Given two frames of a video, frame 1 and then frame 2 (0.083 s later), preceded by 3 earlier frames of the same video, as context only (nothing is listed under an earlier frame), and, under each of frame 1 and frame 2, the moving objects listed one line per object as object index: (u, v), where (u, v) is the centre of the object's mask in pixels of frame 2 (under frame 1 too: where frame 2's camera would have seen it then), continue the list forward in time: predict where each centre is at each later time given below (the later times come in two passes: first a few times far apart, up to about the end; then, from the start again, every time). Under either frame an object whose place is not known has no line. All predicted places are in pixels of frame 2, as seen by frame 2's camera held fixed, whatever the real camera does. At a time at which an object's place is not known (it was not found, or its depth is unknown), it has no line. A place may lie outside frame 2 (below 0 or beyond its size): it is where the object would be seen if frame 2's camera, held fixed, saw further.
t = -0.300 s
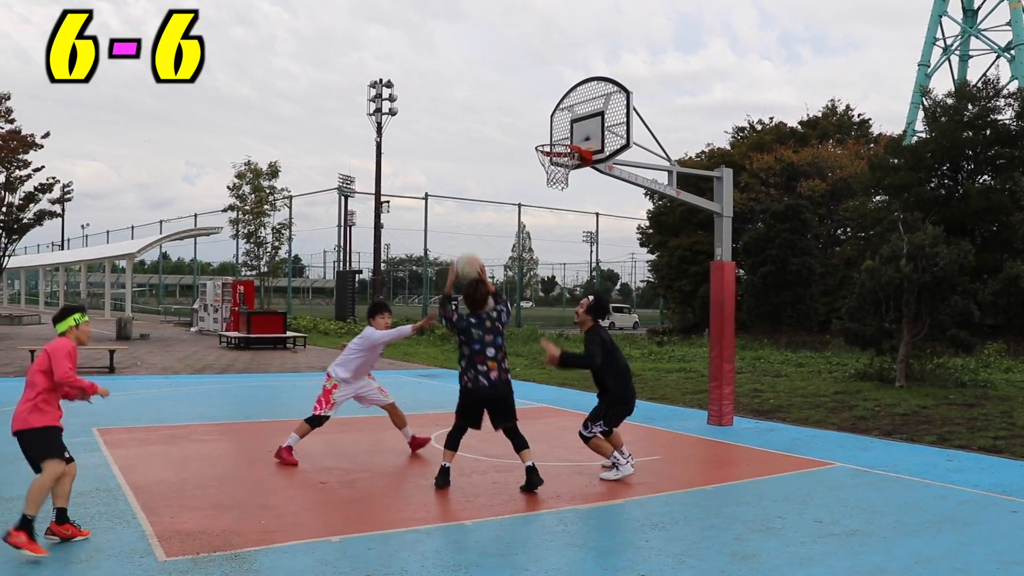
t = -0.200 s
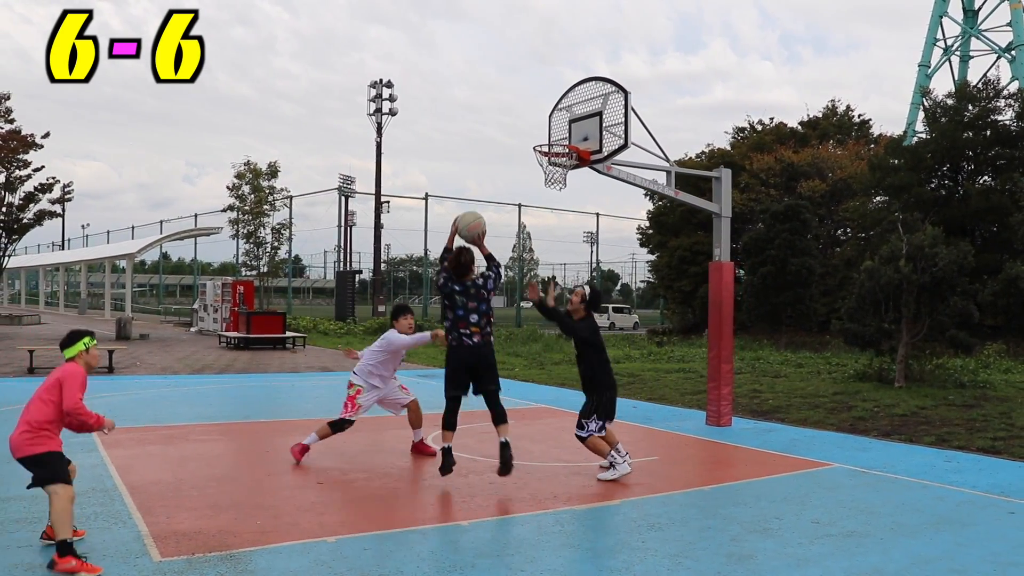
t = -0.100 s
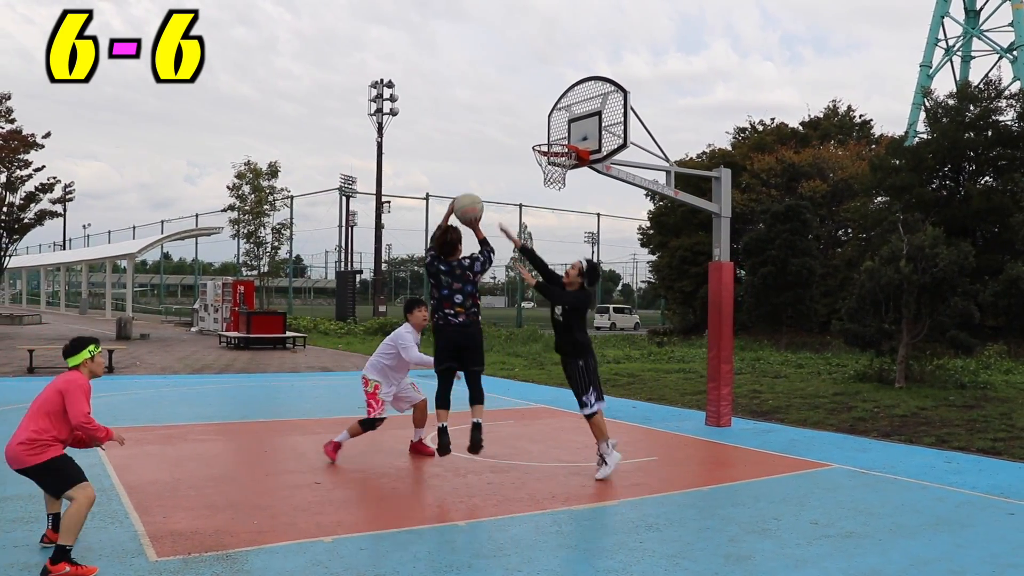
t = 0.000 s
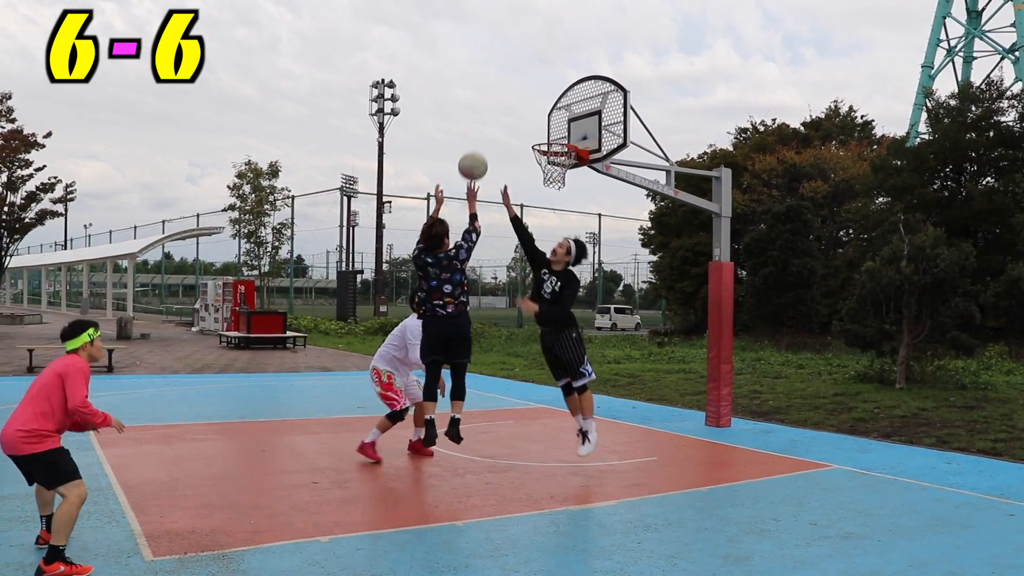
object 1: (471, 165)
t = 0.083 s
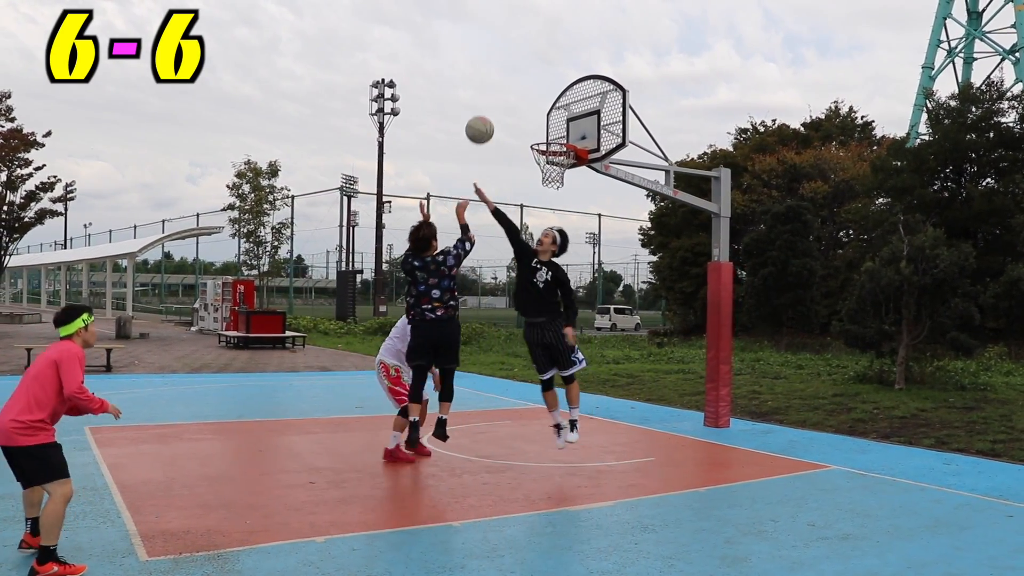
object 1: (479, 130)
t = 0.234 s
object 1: (492, 90)
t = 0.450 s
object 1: (507, 81)
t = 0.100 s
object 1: (481, 124)
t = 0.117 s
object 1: (482, 118)
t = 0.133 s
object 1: (484, 113)
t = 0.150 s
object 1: (485, 108)
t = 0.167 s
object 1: (486, 104)
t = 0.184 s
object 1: (488, 100)
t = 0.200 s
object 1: (489, 96)
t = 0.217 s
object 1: (491, 93)
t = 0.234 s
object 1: (492, 90)
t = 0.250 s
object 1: (493, 88)
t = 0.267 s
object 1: (494, 85)
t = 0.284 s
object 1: (496, 83)
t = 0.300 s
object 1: (497, 82)
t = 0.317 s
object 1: (498, 81)
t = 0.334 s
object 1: (499, 80)
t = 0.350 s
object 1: (500, 79)
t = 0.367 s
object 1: (501, 78)
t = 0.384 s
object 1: (502, 78)
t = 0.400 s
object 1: (504, 78)
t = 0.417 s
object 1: (505, 79)
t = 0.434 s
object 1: (506, 80)
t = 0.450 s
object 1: (507, 81)
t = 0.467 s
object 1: (508, 82)
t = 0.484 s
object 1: (509, 84)
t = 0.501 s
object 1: (510, 86)
